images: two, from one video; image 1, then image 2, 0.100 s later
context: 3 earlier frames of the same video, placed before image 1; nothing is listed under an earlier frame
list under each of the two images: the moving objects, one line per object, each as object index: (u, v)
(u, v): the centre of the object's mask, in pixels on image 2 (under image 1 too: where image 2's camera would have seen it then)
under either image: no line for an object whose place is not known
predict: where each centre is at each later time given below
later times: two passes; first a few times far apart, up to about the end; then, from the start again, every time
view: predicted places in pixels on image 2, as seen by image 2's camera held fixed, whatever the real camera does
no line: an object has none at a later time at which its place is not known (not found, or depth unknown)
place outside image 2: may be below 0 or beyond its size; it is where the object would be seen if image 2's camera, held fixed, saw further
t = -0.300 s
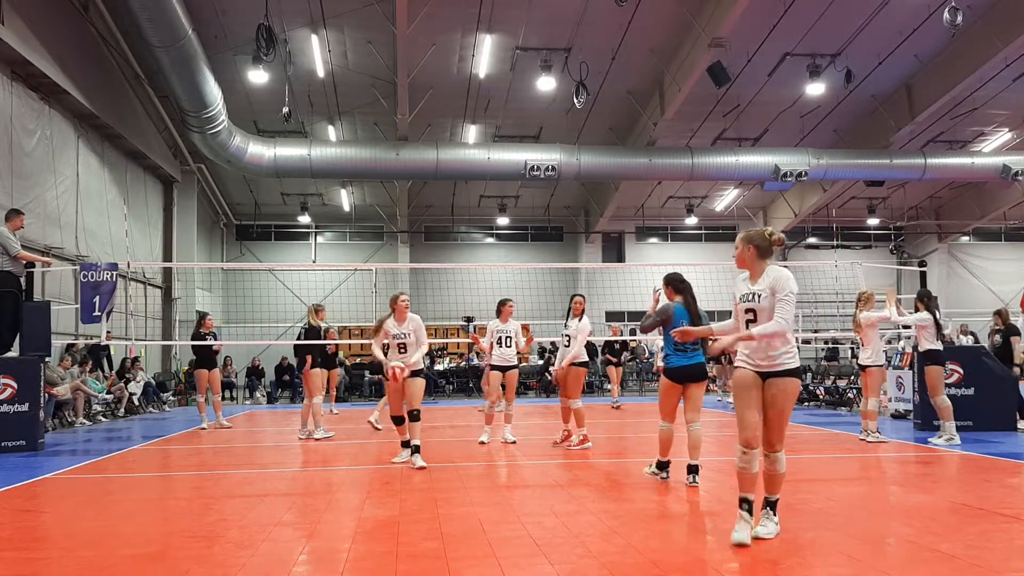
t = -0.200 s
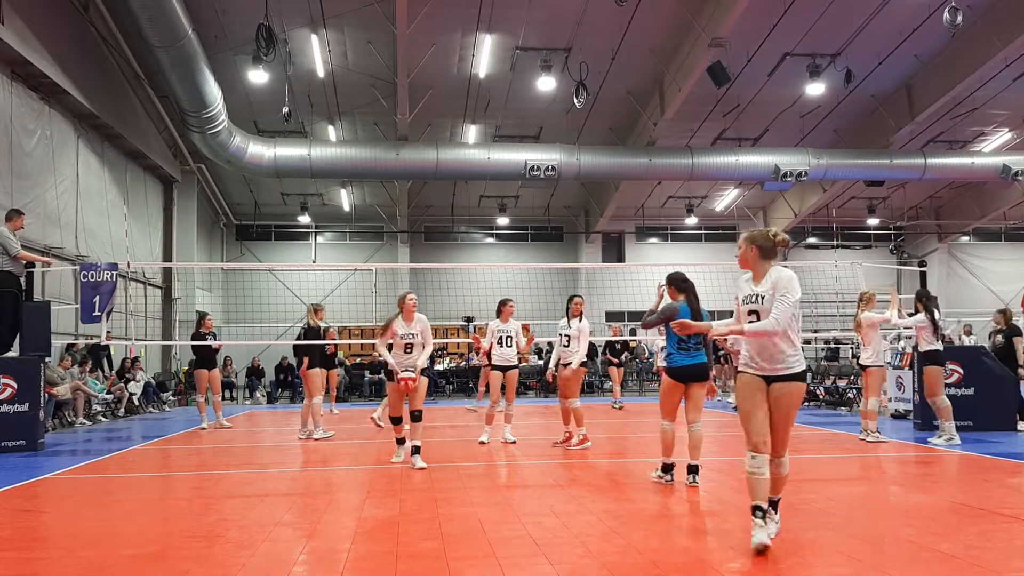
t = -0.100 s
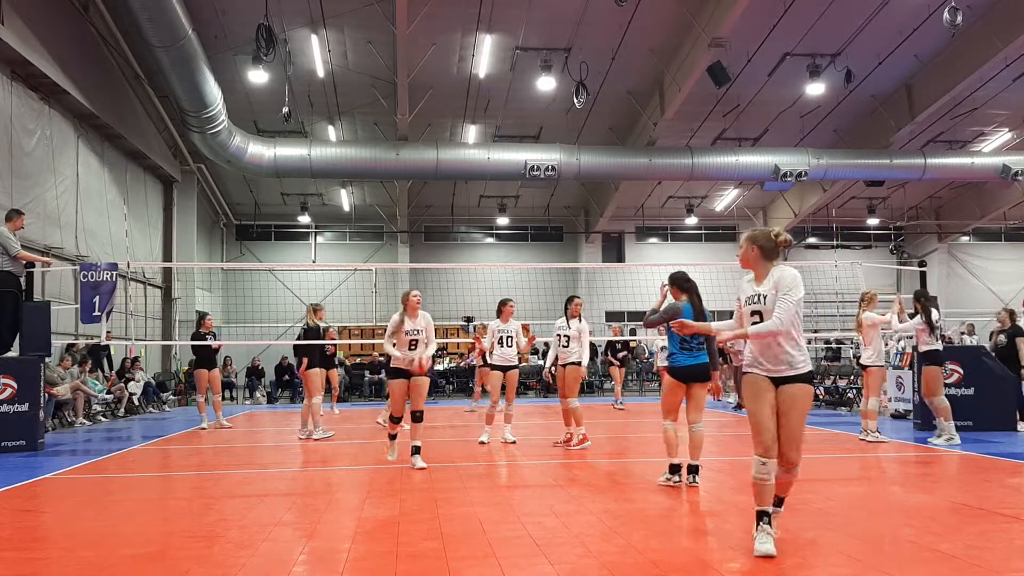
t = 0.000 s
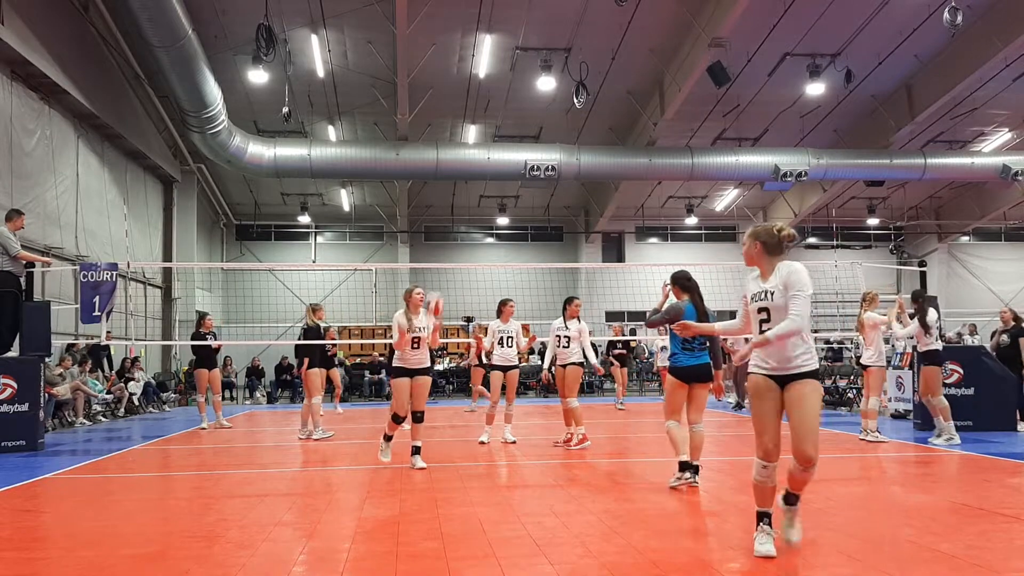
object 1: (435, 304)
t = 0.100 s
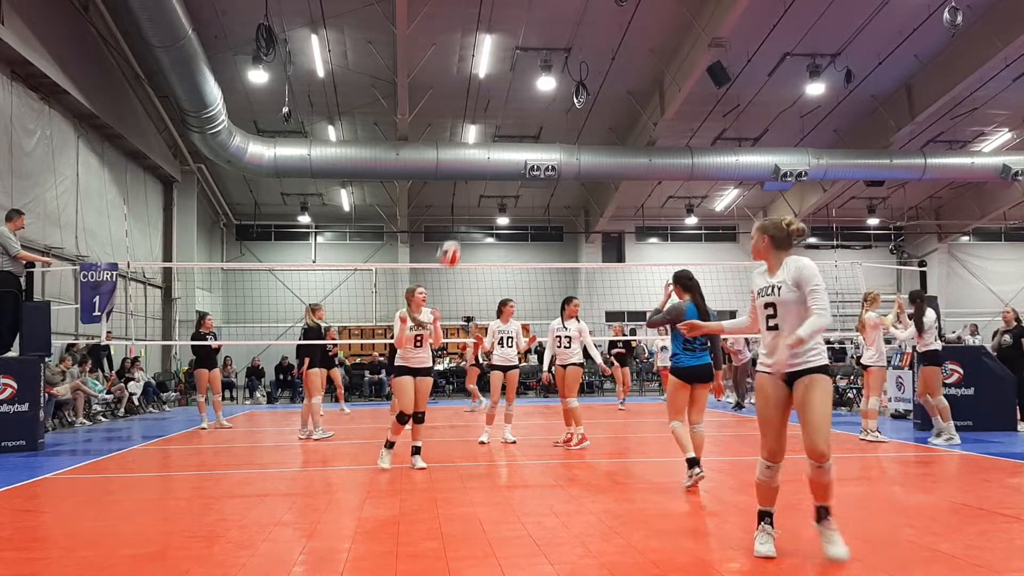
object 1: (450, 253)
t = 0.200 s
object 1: (466, 210)
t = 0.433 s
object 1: (513, 142)
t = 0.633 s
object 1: (562, 136)
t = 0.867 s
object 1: (638, 216)
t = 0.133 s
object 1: (455, 238)
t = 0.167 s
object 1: (461, 224)
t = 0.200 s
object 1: (466, 210)
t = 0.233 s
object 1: (473, 198)
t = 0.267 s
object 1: (479, 186)
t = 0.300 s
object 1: (485, 175)
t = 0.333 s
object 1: (491, 167)
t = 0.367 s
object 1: (498, 156)
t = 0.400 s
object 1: (505, 148)
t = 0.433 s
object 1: (513, 142)
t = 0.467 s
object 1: (520, 137)
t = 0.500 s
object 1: (528, 134)
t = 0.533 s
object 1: (536, 132)
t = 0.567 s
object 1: (544, 132)
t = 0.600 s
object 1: (553, 133)
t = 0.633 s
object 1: (562, 136)
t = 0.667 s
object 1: (572, 140)
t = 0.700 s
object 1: (581, 147)
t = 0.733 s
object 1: (592, 157)
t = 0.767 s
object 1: (605, 169)
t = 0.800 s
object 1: (614, 182)
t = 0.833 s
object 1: (626, 197)
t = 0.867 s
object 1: (638, 216)
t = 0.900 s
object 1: (650, 237)
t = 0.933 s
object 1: (664, 262)
